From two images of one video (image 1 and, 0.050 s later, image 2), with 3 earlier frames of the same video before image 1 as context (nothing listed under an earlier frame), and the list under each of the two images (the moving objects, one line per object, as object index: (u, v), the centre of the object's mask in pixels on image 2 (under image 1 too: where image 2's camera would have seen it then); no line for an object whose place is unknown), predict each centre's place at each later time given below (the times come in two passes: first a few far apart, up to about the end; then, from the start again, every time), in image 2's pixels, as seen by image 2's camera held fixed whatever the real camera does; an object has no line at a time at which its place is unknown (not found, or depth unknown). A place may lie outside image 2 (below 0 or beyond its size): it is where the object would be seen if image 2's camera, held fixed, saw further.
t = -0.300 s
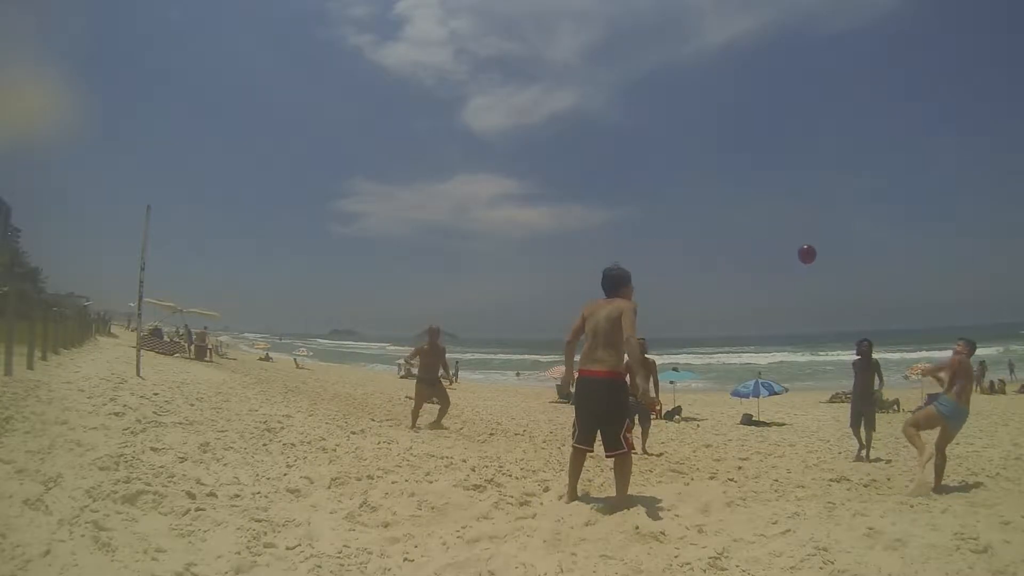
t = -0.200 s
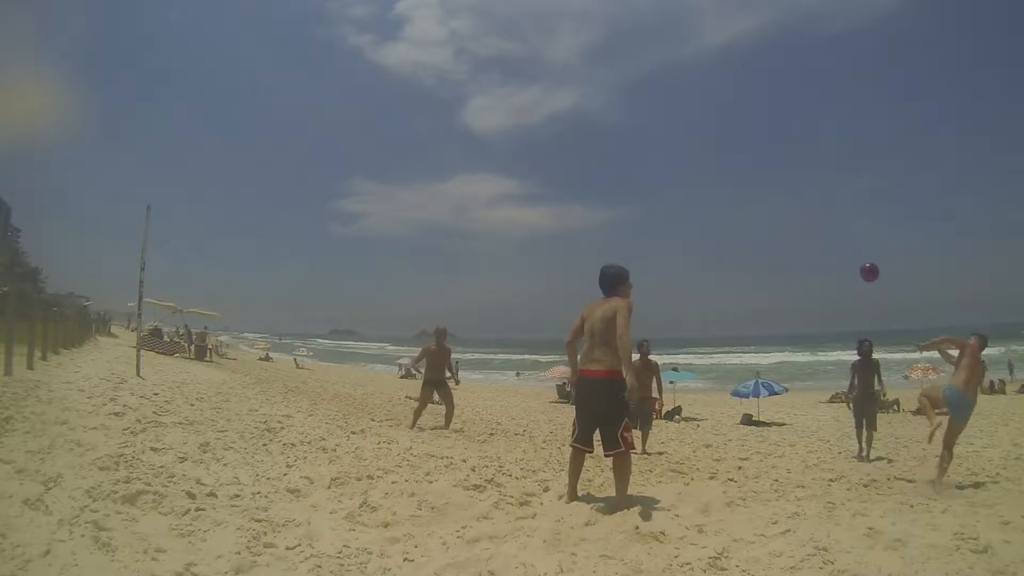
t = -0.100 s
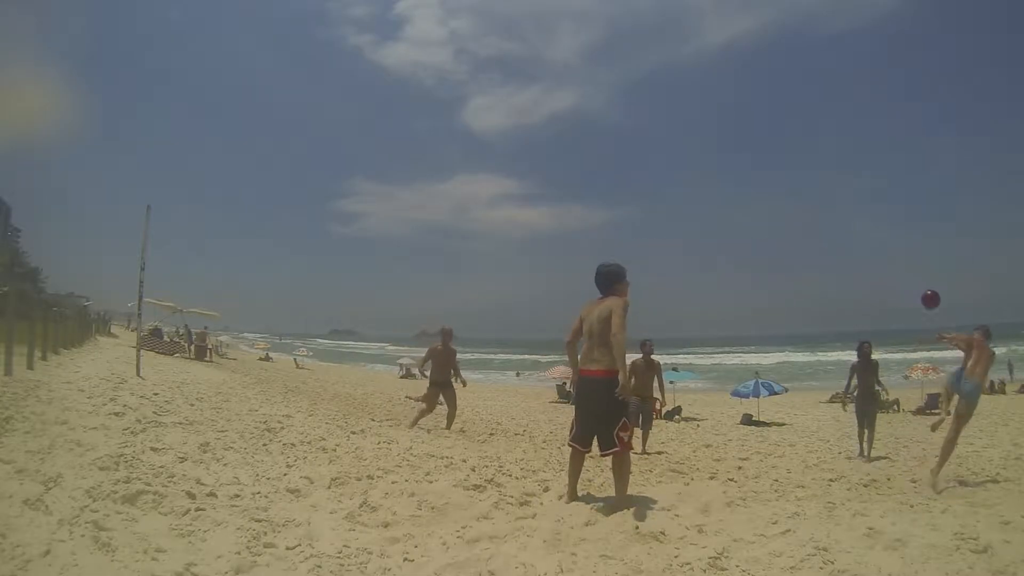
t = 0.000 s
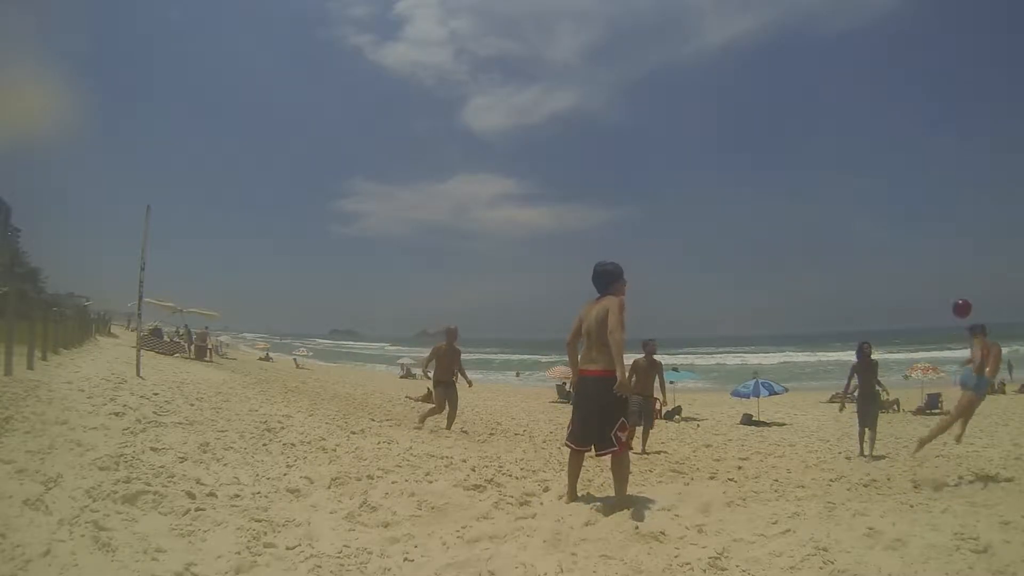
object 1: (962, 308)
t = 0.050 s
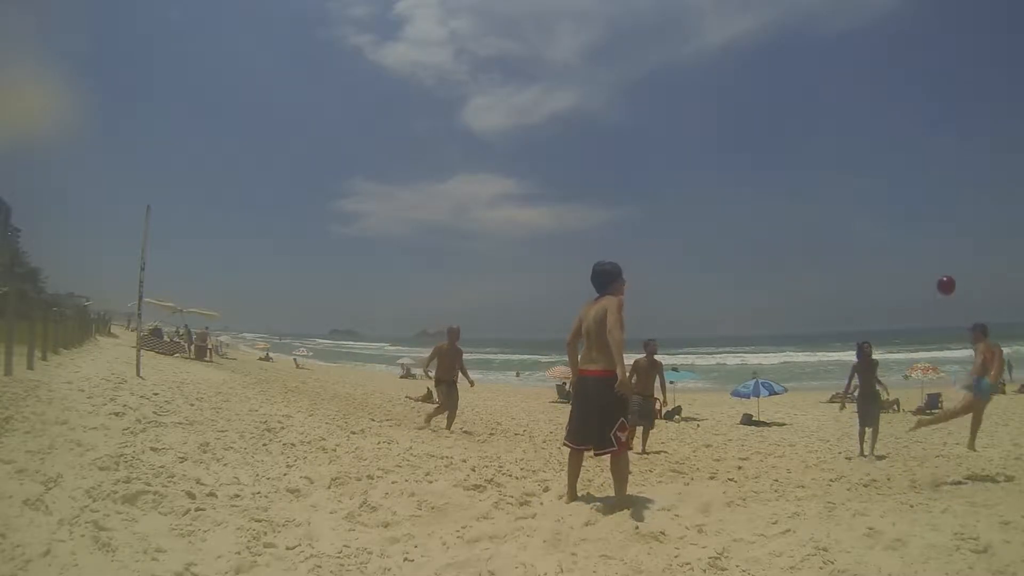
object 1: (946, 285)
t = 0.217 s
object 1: (897, 227)
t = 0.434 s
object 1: (841, 193)
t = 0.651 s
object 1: (793, 198)
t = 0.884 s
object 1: (749, 241)
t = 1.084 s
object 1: (714, 312)
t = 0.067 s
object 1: (941, 278)
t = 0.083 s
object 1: (936, 271)
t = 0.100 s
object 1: (931, 265)
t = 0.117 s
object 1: (926, 259)
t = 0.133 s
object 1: (921, 253)
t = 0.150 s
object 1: (916, 247)
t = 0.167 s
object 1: (911, 242)
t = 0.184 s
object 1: (907, 236)
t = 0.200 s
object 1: (902, 232)
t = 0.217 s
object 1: (897, 227)
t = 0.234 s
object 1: (892, 223)
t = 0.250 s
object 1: (888, 219)
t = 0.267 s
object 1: (883, 216)
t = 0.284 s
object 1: (879, 212)
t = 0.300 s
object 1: (874, 209)
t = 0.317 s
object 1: (870, 206)
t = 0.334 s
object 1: (866, 204)
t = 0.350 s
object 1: (861, 202)
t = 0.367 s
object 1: (857, 199)
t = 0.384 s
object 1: (853, 197)
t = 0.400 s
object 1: (849, 196)
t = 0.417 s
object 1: (845, 194)
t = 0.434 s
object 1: (841, 193)
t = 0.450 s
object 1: (837, 192)
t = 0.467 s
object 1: (833, 192)
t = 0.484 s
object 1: (829, 191)
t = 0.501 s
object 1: (825, 191)
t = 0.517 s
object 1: (821, 191)
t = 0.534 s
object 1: (817, 191)
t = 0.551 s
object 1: (814, 191)
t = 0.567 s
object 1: (810, 192)
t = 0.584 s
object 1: (807, 193)
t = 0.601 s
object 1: (803, 194)
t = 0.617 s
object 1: (800, 195)
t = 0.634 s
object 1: (796, 196)
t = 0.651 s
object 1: (793, 198)
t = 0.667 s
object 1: (789, 200)
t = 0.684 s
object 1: (786, 201)
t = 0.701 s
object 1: (783, 204)
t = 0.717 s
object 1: (780, 206)
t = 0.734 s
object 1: (776, 209)
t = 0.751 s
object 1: (773, 212)
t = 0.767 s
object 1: (771, 214)
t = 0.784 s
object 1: (767, 218)
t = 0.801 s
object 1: (764, 221)
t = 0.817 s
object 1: (761, 225)
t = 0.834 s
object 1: (759, 228)
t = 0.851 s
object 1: (755, 232)
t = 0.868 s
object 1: (752, 237)
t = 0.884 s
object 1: (749, 241)
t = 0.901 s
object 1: (746, 246)
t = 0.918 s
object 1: (743, 251)
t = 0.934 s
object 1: (740, 256)
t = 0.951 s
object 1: (738, 262)
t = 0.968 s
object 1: (735, 267)
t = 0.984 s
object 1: (732, 273)
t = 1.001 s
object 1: (729, 279)
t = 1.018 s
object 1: (726, 285)
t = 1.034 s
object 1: (723, 291)
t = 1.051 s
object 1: (720, 298)
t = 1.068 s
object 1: (718, 305)
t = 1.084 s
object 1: (714, 312)
